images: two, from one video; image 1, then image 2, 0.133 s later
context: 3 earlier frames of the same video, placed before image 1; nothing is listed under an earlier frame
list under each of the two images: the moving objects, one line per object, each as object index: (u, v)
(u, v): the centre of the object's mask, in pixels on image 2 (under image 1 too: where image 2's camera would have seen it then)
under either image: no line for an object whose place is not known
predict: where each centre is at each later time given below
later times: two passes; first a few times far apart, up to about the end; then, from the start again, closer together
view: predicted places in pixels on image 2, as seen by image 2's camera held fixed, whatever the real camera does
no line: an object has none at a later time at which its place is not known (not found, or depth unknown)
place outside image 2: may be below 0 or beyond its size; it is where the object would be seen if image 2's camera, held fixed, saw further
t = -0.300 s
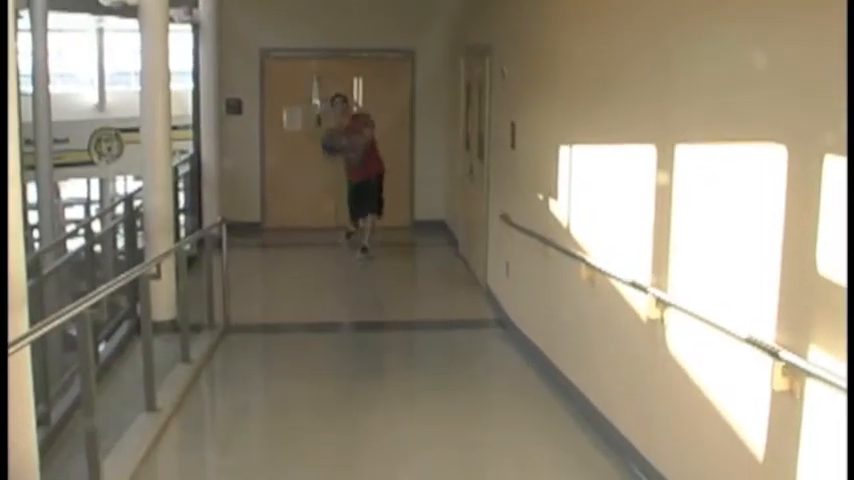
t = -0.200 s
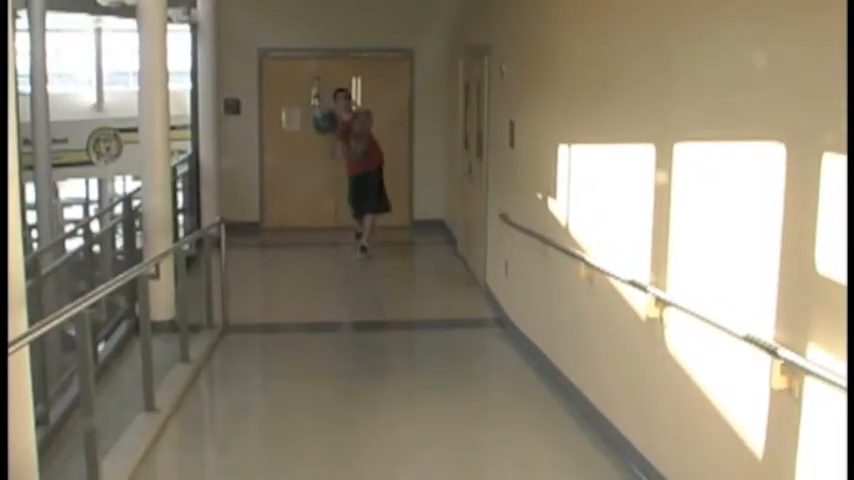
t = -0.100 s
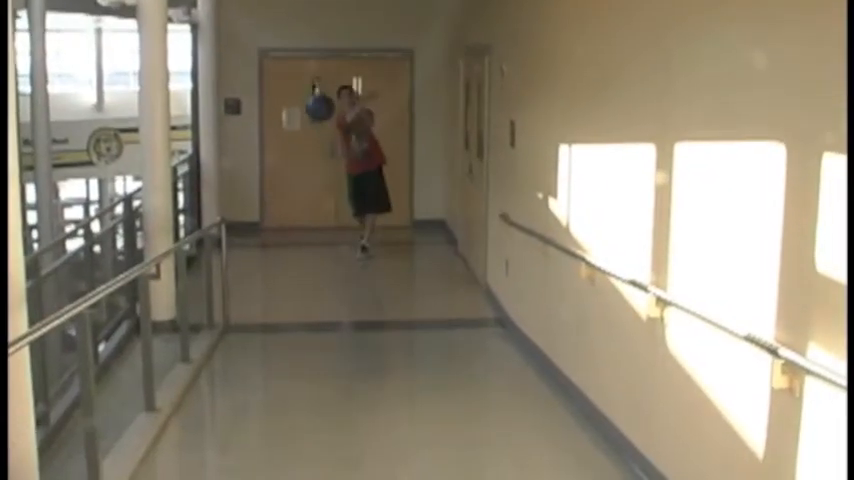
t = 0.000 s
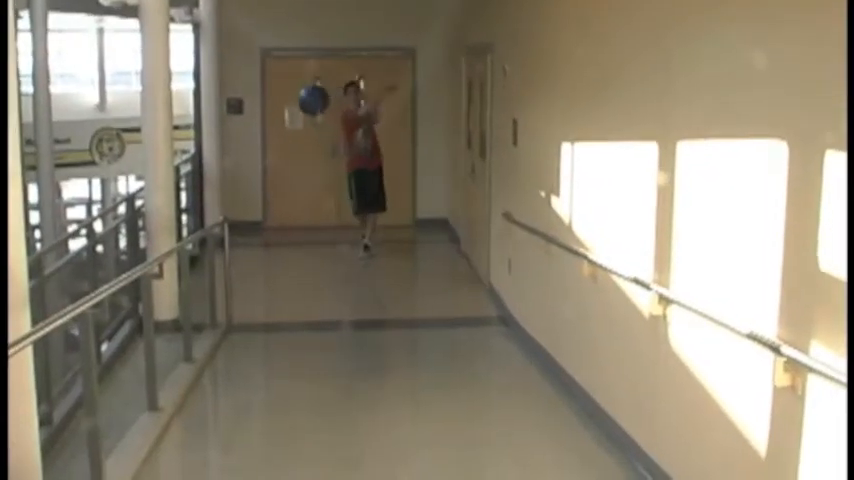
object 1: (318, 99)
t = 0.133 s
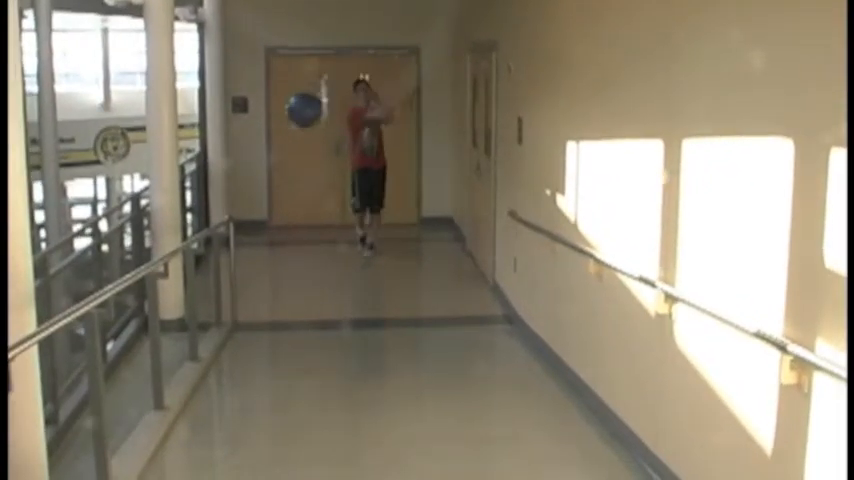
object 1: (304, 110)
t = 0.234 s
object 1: (290, 137)
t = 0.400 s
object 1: (266, 248)
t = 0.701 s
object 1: (189, 469)
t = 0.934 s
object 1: (92, 542)
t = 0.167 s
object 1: (300, 117)
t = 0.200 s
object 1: (295, 126)
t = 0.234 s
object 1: (290, 137)
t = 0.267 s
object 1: (286, 152)
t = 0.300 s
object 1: (281, 170)
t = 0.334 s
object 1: (276, 194)
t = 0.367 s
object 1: (269, 217)
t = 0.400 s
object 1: (266, 248)
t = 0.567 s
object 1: (231, 480)
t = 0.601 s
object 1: (222, 476)
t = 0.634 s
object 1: (212, 475)
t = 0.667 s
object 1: (199, 473)
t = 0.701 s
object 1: (189, 469)
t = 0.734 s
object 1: (178, 467)
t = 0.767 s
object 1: (165, 470)
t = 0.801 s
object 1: (153, 475)
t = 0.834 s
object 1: (137, 486)
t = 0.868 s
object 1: (122, 500)
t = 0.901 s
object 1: (108, 518)
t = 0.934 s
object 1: (92, 542)
